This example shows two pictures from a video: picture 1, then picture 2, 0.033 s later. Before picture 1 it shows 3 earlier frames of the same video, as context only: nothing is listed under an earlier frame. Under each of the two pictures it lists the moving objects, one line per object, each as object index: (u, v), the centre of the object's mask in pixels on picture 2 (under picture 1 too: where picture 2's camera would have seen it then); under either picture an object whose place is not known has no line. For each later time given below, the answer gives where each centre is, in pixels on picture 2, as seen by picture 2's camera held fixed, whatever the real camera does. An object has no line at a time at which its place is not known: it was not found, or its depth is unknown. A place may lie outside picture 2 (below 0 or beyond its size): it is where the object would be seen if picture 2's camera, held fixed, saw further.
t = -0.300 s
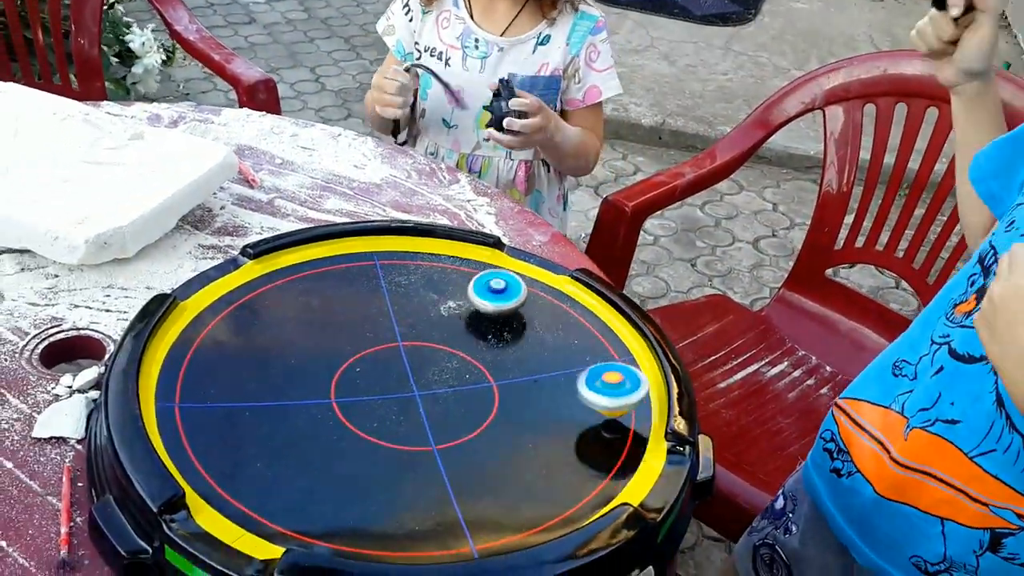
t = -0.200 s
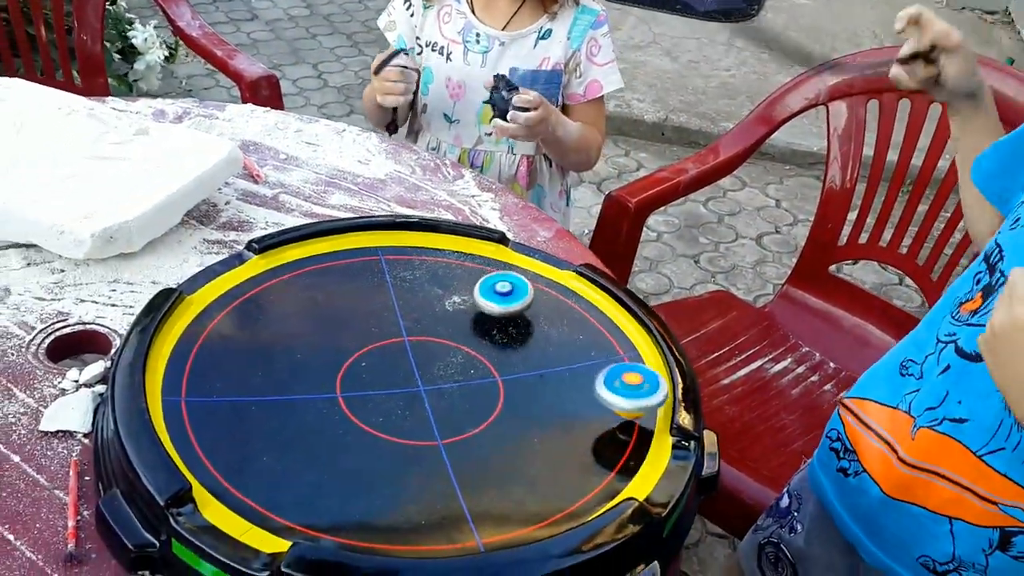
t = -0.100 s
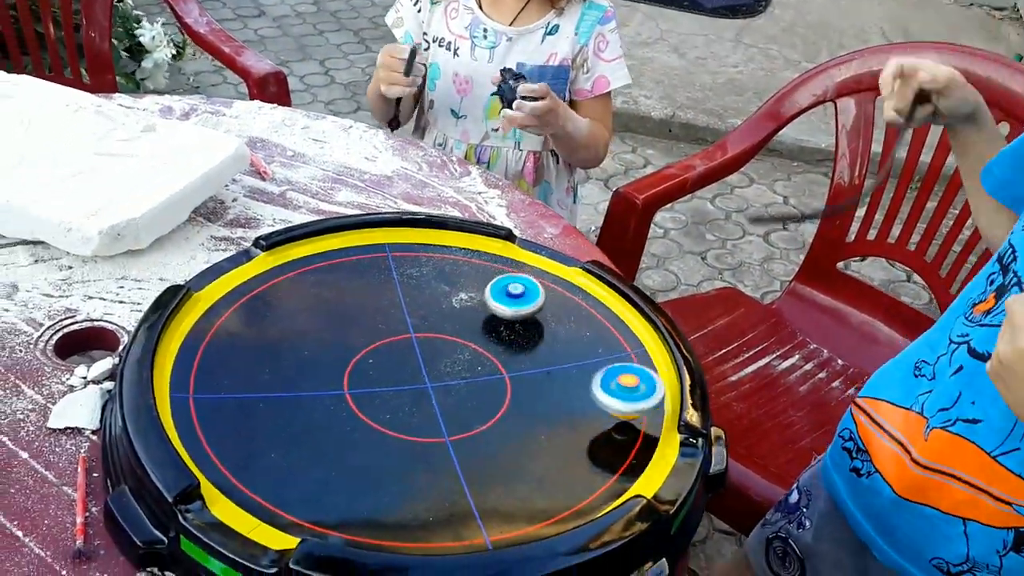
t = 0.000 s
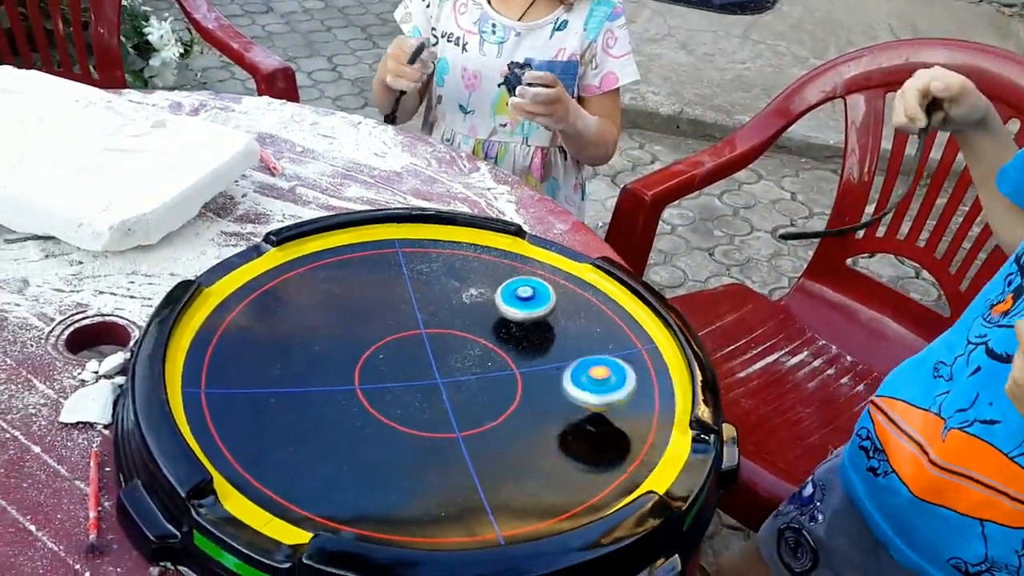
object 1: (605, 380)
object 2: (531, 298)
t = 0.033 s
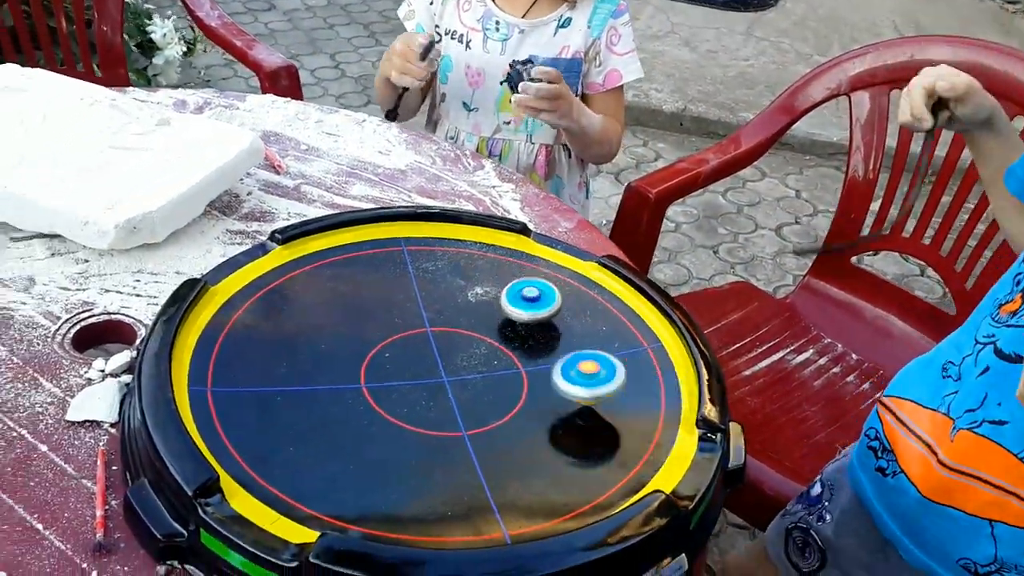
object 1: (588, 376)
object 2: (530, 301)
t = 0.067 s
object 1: (573, 370)
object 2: (530, 303)
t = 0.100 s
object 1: (560, 363)
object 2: (534, 306)
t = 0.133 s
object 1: (549, 355)
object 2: (538, 309)
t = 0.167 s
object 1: (537, 349)
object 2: (543, 308)
